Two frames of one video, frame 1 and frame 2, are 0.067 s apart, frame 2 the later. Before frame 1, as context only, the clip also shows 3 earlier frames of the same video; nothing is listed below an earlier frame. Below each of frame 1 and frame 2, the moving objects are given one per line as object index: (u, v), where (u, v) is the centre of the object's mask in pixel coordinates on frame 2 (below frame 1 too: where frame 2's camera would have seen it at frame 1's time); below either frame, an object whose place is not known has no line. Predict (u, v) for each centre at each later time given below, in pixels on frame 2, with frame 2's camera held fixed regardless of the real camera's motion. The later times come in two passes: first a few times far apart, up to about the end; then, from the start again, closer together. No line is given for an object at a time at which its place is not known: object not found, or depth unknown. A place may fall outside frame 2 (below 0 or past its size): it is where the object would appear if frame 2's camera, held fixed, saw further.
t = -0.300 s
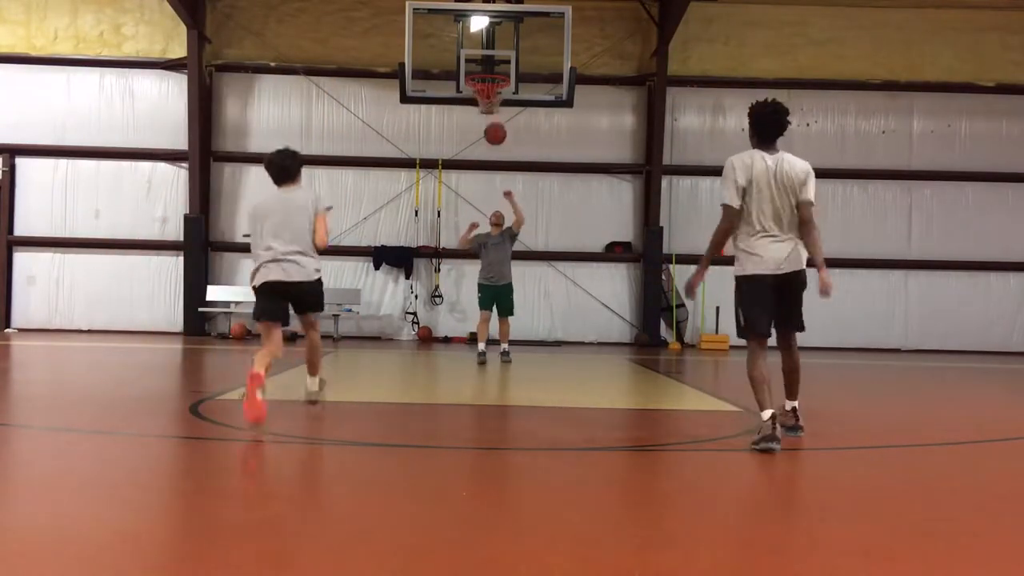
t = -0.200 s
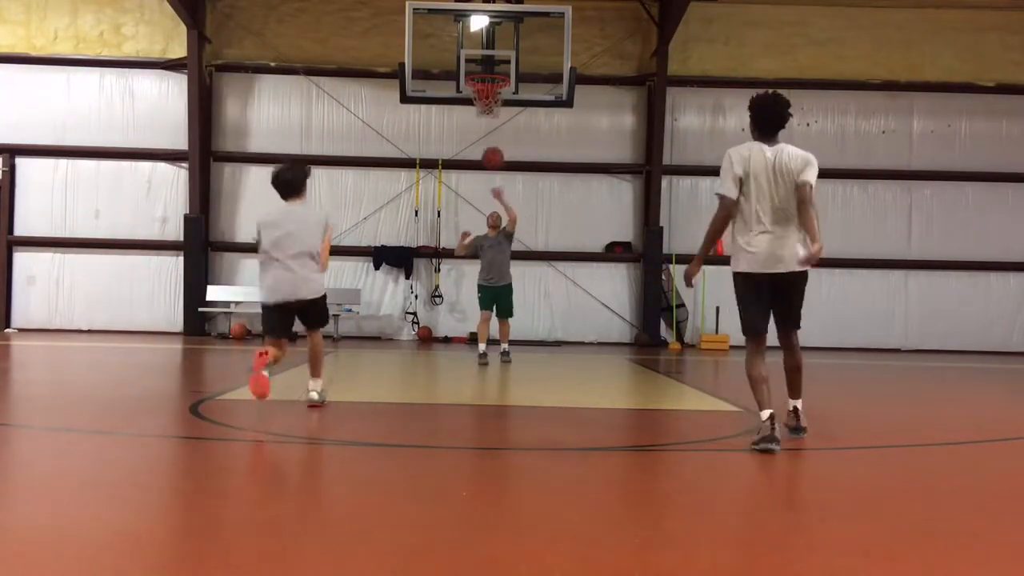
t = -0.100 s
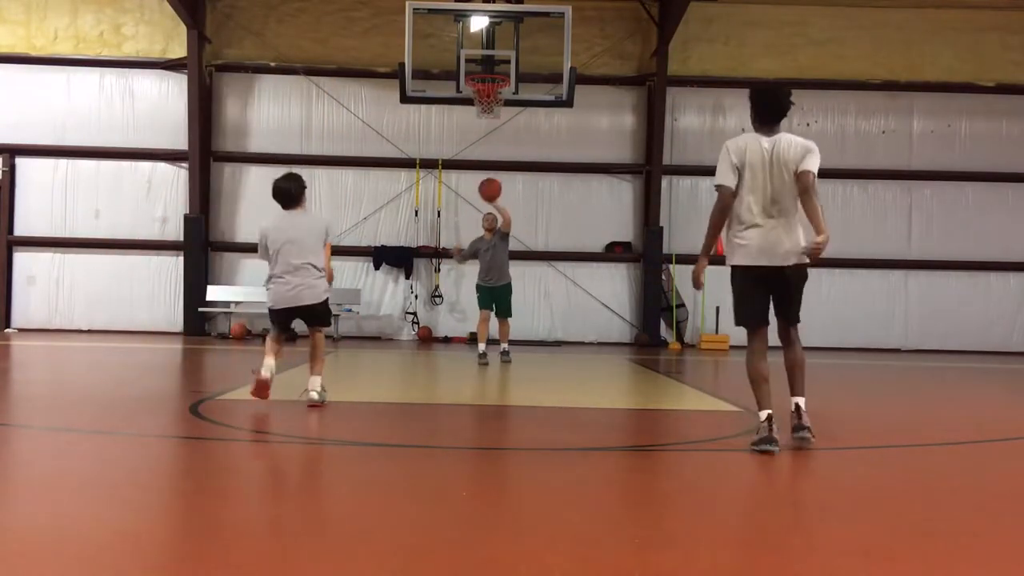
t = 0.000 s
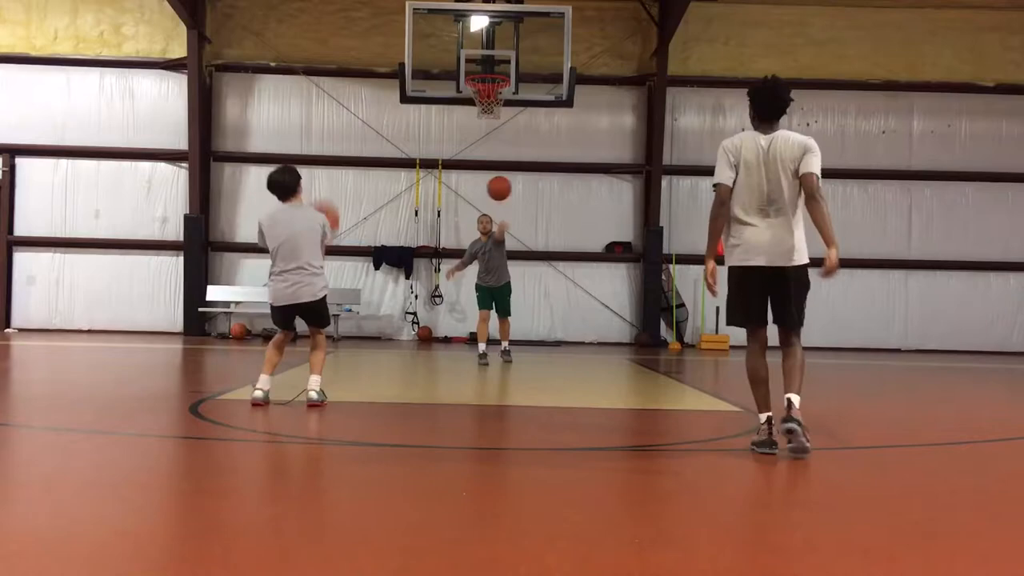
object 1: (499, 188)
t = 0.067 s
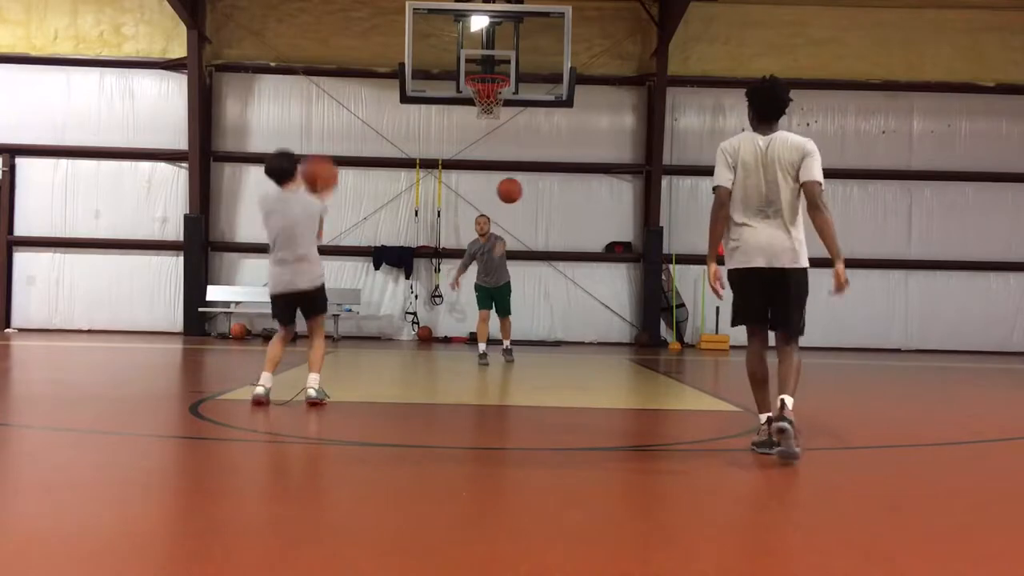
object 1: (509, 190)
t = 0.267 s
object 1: (546, 230)
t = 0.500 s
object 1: (603, 370)
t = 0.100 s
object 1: (515, 193)
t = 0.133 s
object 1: (520, 197)
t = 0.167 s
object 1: (527, 203)
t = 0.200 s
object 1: (532, 210)
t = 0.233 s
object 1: (539, 219)
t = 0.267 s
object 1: (546, 230)
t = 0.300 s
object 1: (553, 242)
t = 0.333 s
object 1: (560, 257)
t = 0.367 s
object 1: (568, 275)
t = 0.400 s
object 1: (576, 295)
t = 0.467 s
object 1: (595, 341)
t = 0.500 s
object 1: (603, 370)
